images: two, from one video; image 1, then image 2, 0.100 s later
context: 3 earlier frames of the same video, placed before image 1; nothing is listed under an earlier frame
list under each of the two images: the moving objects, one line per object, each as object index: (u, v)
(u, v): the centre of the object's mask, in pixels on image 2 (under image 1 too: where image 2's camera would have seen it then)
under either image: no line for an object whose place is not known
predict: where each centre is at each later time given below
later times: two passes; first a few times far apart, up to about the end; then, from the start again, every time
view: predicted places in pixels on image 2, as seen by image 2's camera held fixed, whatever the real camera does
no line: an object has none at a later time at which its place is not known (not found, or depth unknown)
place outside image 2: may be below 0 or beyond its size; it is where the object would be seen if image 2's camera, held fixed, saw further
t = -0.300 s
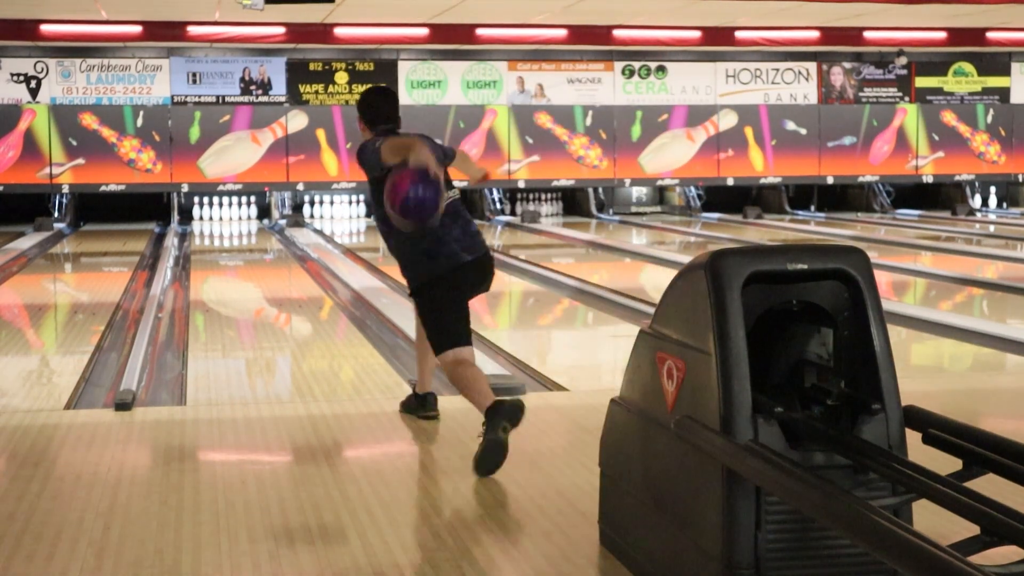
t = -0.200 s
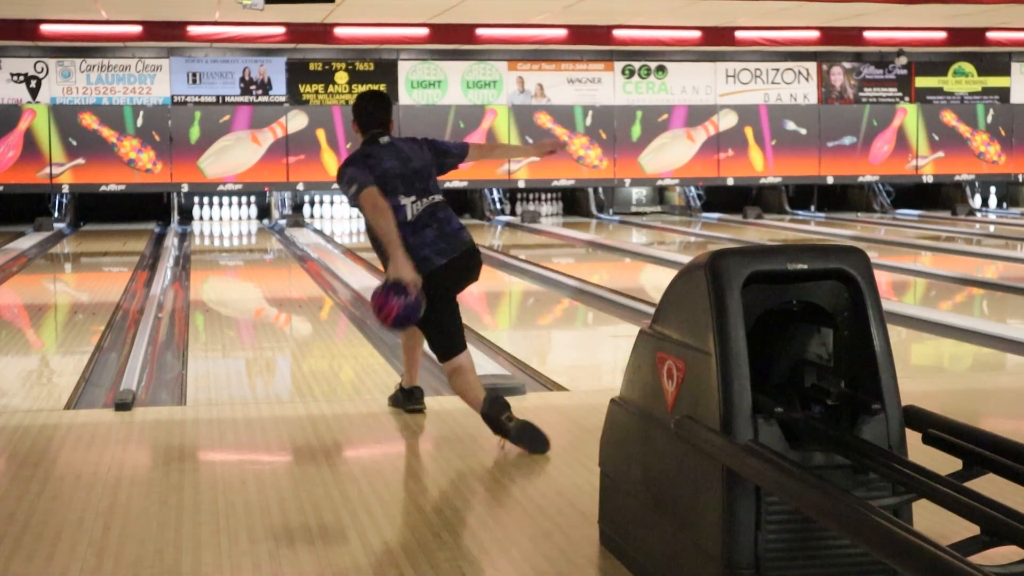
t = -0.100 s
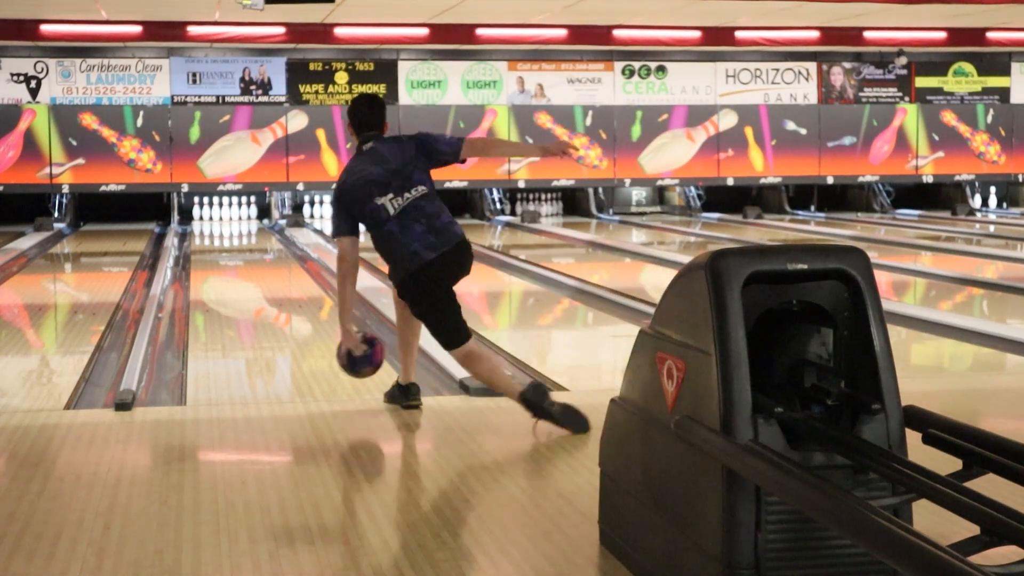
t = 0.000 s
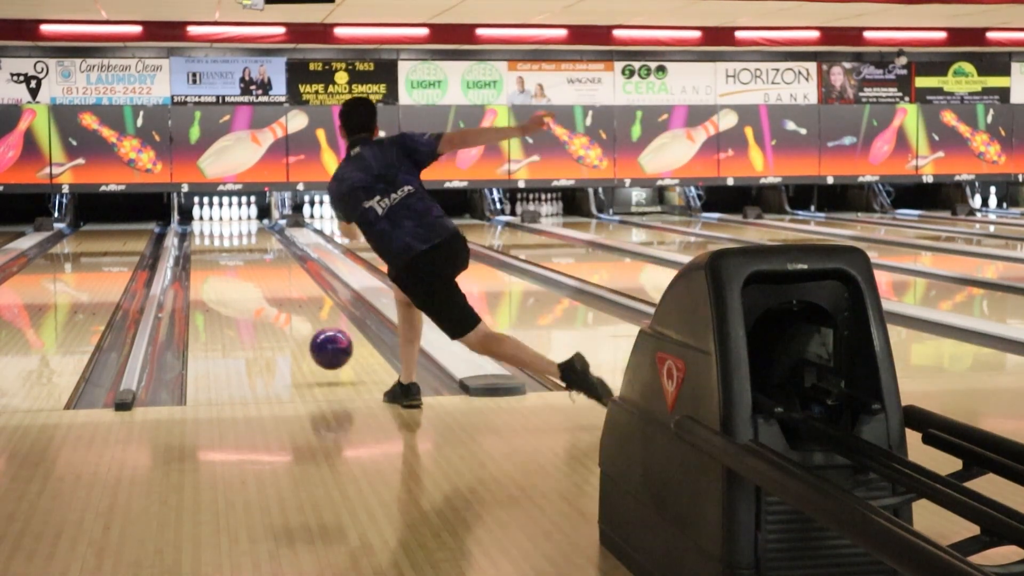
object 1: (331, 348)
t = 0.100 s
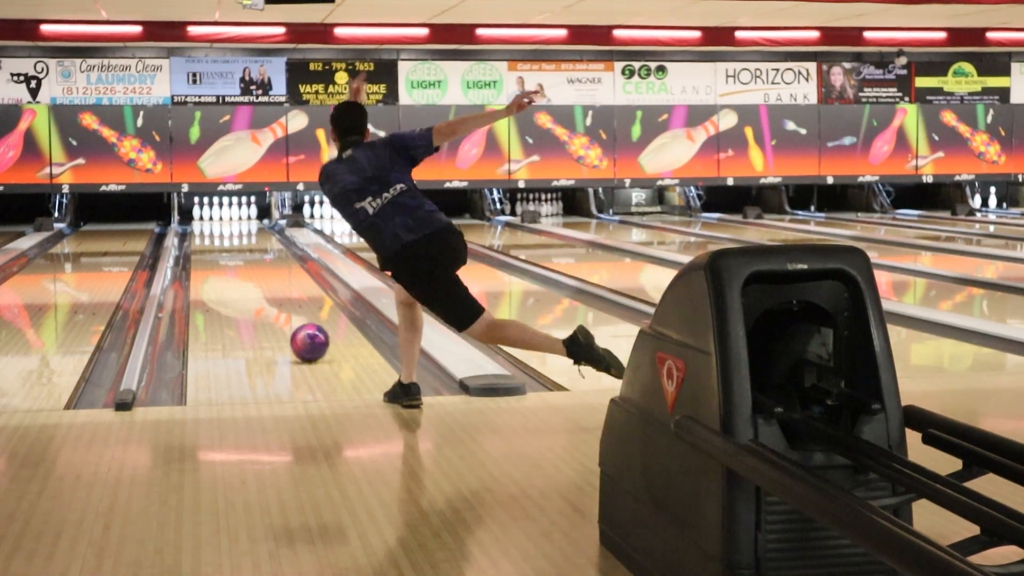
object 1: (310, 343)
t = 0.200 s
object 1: (292, 327)
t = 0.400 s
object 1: (265, 302)
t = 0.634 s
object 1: (242, 280)
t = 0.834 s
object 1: (227, 266)
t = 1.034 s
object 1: (216, 255)
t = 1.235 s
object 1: (209, 245)
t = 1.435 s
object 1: (203, 237)
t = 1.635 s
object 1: (200, 230)
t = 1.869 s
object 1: (201, 224)
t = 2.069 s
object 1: (206, 220)
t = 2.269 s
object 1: (215, 217)
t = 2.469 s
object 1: (214, 213)
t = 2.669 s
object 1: (213, 214)
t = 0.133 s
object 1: (303, 338)
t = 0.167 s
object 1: (297, 332)
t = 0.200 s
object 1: (292, 327)
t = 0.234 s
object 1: (287, 322)
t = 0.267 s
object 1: (282, 318)
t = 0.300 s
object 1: (277, 313)
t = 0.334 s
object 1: (272, 309)
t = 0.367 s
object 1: (268, 305)
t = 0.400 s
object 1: (265, 302)
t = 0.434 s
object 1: (260, 298)
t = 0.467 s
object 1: (257, 295)
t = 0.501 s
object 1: (254, 291)
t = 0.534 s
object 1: (250, 288)
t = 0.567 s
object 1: (247, 286)
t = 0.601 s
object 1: (245, 283)
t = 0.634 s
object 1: (242, 280)
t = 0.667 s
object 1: (239, 277)
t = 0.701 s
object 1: (236, 275)
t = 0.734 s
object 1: (234, 272)
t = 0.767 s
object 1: (232, 270)
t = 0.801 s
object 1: (230, 268)
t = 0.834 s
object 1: (227, 266)
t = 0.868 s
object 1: (225, 264)
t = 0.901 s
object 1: (223, 262)
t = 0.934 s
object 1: (222, 260)
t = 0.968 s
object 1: (220, 258)
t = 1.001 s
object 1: (218, 256)
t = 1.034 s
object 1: (216, 255)
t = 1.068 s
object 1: (215, 253)
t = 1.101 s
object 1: (214, 251)
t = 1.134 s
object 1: (212, 249)
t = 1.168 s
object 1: (211, 248)
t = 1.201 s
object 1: (210, 246)
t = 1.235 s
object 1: (209, 245)
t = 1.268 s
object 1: (207, 244)
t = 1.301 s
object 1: (206, 242)
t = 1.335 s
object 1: (205, 240)
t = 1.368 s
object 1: (205, 239)
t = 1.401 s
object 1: (204, 238)
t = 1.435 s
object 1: (203, 237)
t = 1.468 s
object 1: (202, 236)
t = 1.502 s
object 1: (201, 235)
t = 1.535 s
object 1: (201, 234)
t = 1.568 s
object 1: (201, 233)
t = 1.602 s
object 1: (200, 231)
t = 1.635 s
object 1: (200, 230)
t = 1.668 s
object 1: (199, 229)
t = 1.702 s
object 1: (199, 228)
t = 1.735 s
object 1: (199, 228)
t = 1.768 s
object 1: (199, 227)
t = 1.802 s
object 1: (200, 226)
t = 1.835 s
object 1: (200, 225)
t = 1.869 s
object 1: (201, 224)
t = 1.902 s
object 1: (201, 224)
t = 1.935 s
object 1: (202, 223)
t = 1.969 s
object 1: (203, 222)
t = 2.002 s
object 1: (204, 221)
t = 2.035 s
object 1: (205, 221)
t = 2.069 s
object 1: (206, 220)
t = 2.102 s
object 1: (208, 220)
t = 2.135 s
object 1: (209, 219)
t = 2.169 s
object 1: (211, 218)
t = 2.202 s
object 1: (212, 218)
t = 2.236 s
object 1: (214, 217)
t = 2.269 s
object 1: (215, 217)
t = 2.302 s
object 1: (216, 215)
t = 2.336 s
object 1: (216, 215)
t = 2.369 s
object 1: (215, 214)
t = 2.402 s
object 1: (215, 214)
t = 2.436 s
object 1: (214, 213)
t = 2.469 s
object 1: (214, 213)
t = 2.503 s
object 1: (215, 213)
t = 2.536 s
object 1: (215, 213)
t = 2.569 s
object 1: (215, 213)
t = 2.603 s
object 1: (215, 212)
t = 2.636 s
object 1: (214, 214)
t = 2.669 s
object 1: (213, 214)
